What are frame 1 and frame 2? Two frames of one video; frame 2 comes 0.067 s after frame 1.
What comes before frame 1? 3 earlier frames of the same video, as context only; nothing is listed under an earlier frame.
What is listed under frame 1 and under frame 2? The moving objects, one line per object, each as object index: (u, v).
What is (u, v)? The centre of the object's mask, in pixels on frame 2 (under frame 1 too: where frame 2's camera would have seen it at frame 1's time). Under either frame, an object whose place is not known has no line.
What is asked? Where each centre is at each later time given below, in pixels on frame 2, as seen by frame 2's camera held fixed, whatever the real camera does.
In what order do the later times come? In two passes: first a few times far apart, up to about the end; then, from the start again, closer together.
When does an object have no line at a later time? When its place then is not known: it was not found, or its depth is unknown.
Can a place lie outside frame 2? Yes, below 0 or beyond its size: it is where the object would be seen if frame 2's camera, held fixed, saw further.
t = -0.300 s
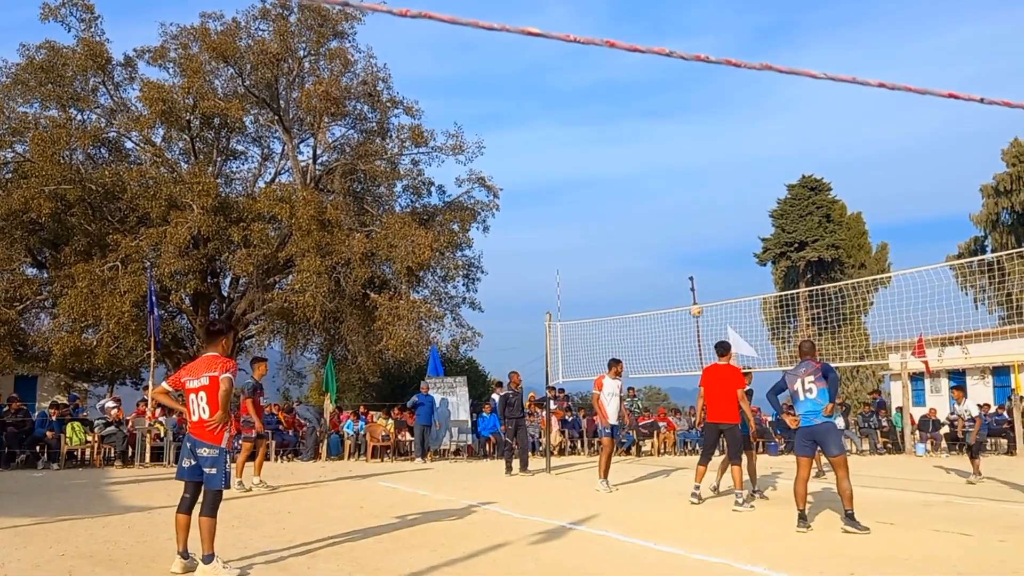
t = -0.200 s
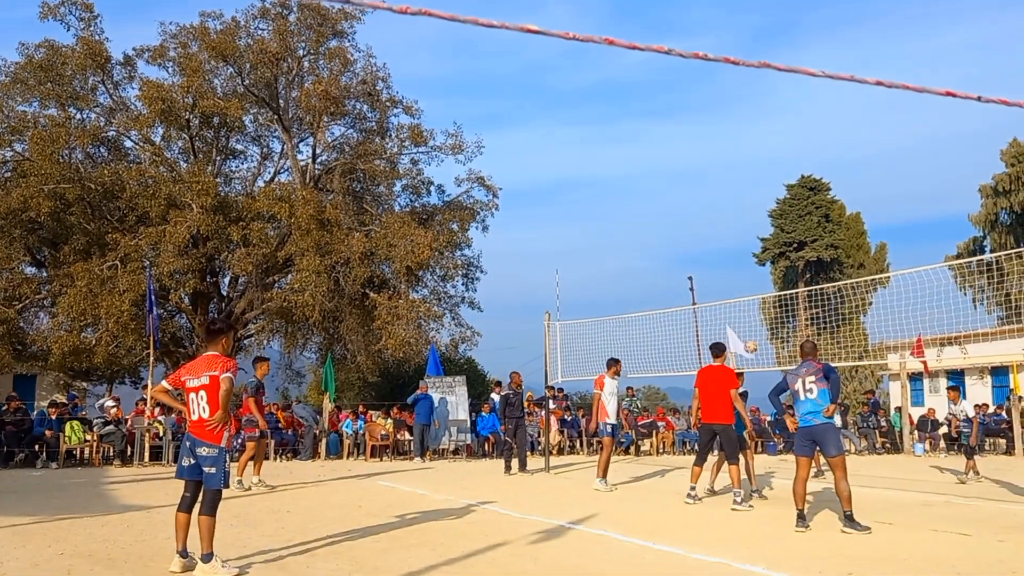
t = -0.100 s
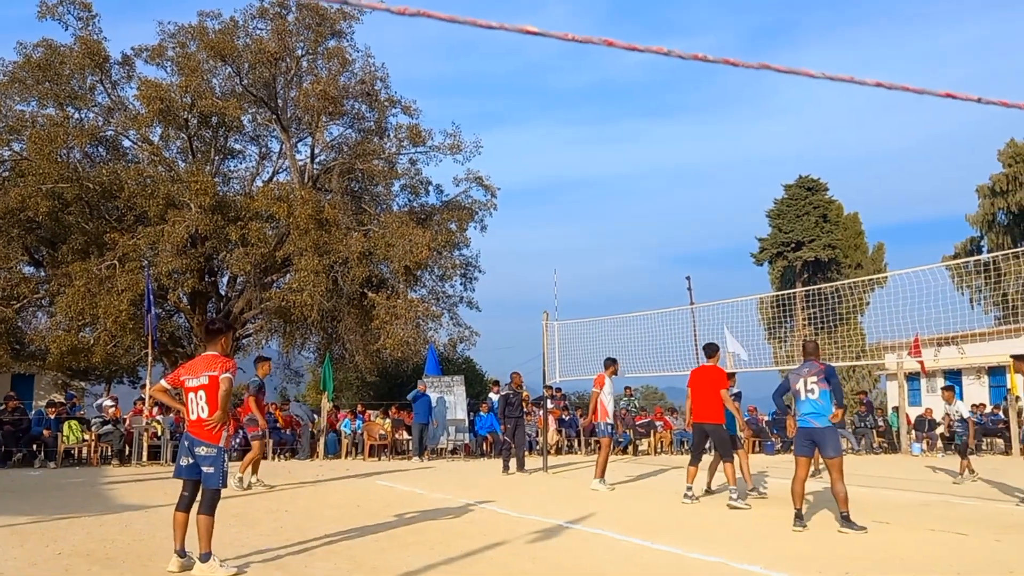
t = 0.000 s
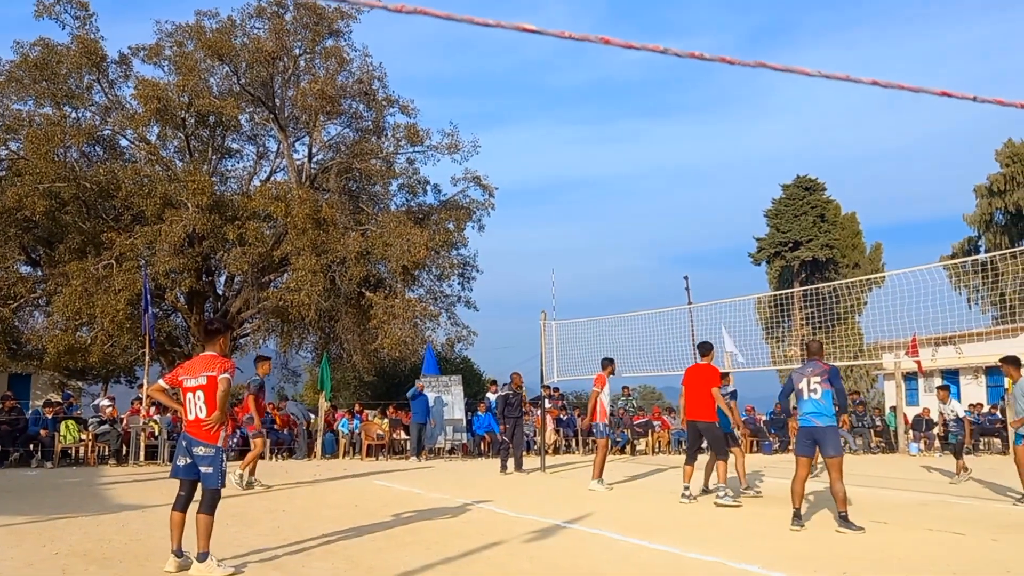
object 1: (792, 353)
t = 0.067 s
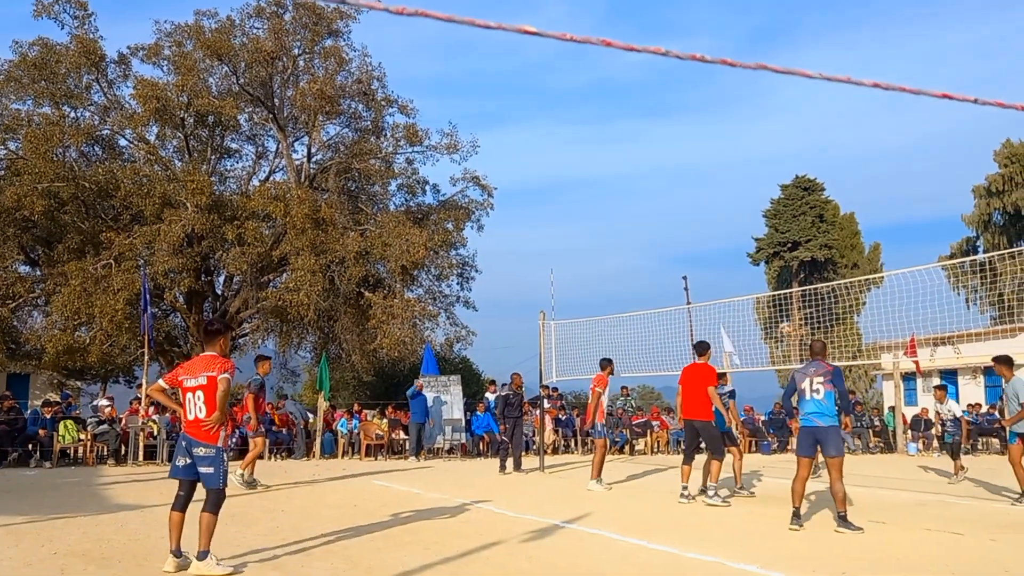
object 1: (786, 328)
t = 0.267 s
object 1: (768, 268)
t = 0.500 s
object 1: (750, 228)
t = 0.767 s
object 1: (730, 221)
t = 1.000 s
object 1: (711, 252)
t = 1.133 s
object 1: (701, 286)
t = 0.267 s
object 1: (768, 268)
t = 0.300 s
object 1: (765, 260)
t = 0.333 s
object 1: (763, 254)
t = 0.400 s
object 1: (758, 241)
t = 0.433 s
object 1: (756, 236)
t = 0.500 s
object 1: (750, 228)
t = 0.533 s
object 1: (748, 225)
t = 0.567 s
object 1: (745, 222)
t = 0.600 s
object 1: (742, 220)
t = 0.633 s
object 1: (740, 219)
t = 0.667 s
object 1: (737, 219)
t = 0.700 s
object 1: (735, 219)
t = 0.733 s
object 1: (732, 219)
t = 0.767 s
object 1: (730, 221)
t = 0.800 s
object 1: (727, 223)
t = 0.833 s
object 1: (724, 226)
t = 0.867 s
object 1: (721, 230)
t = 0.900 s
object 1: (719, 234)
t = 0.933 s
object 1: (716, 240)
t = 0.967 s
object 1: (714, 245)
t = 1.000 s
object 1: (711, 252)
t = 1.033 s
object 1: (709, 259)
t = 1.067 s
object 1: (706, 267)
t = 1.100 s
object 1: (703, 276)
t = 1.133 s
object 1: (701, 286)
